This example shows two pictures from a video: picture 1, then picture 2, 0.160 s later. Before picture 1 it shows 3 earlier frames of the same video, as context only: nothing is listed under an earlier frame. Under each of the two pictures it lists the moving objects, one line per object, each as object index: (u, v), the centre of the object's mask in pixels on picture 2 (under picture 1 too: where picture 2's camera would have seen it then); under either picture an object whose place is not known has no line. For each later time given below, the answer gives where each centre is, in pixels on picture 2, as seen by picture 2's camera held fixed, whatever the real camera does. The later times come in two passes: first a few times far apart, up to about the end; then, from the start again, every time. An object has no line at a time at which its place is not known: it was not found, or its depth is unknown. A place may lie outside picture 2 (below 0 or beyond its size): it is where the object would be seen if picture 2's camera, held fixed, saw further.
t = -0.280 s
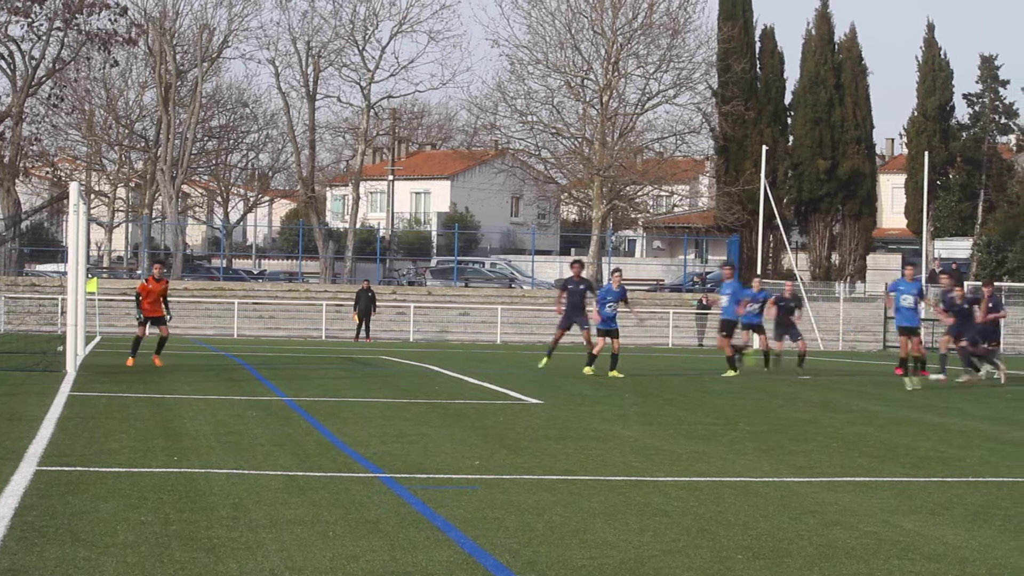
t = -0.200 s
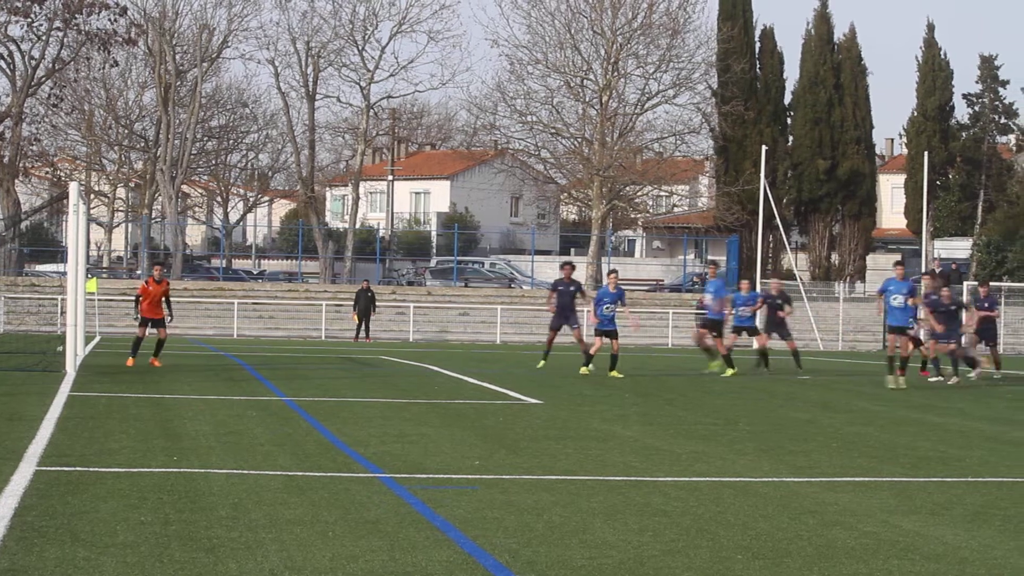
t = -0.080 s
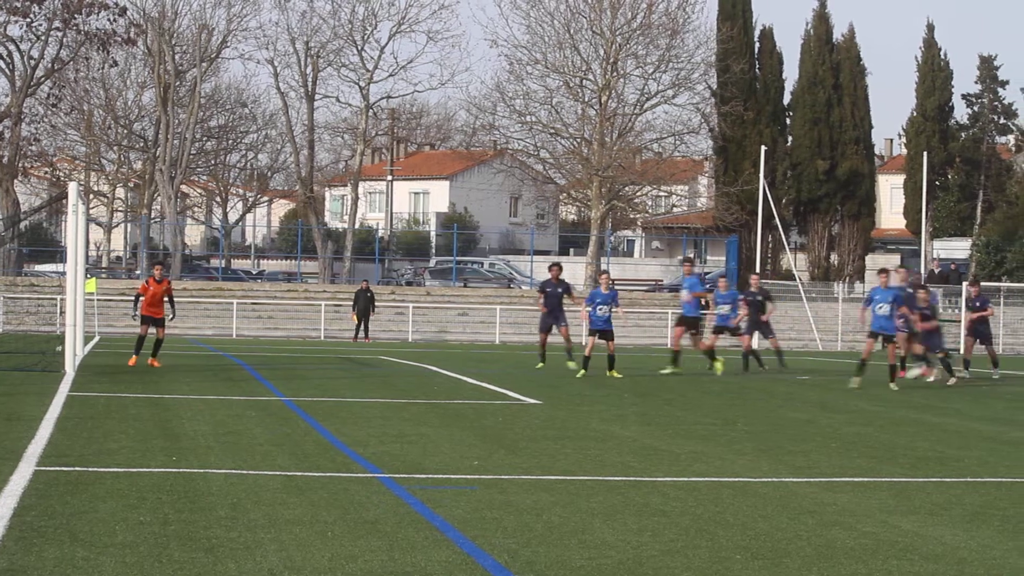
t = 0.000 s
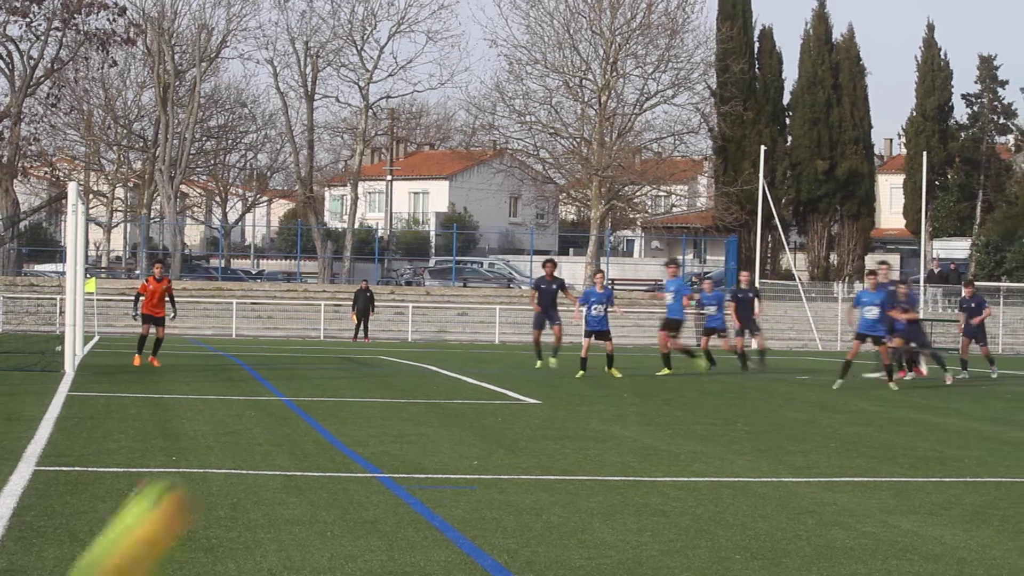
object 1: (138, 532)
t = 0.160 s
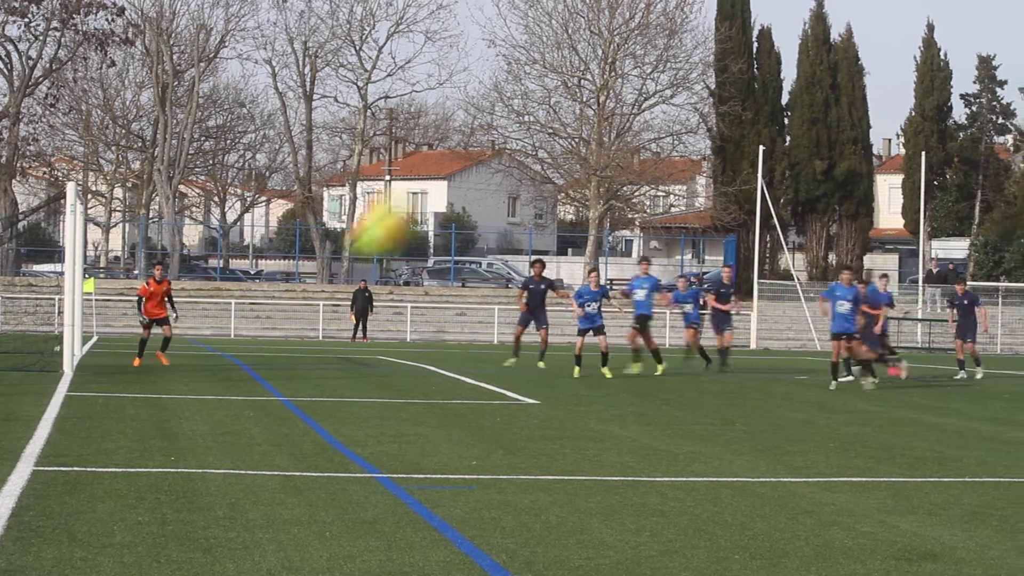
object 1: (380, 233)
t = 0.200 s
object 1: (421, 168)
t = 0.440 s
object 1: (514, 31)
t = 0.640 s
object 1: (516, 12)
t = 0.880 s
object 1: (492, 43)
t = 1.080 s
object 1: (458, 97)
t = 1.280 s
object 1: (417, 165)
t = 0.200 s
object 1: (421, 168)
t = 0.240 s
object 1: (444, 140)
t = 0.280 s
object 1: (469, 107)
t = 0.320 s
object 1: (487, 79)
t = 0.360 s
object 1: (499, 59)
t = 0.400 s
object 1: (508, 44)
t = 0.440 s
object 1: (514, 31)
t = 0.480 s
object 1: (517, 22)
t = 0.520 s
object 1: (518, 16)
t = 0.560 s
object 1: (518, 13)
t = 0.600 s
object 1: (517, 12)
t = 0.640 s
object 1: (516, 12)
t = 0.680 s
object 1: (514, 14)
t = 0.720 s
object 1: (511, 17)
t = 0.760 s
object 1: (507, 22)
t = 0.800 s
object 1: (503, 28)
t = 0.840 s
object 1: (498, 35)
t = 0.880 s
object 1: (492, 43)
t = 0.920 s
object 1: (486, 52)
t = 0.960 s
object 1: (479, 62)
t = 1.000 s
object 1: (473, 73)
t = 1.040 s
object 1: (466, 85)
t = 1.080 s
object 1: (458, 97)
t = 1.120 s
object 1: (450, 110)
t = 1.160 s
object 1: (442, 124)
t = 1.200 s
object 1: (433, 138)
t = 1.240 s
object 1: (424, 153)
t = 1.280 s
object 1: (417, 165)
